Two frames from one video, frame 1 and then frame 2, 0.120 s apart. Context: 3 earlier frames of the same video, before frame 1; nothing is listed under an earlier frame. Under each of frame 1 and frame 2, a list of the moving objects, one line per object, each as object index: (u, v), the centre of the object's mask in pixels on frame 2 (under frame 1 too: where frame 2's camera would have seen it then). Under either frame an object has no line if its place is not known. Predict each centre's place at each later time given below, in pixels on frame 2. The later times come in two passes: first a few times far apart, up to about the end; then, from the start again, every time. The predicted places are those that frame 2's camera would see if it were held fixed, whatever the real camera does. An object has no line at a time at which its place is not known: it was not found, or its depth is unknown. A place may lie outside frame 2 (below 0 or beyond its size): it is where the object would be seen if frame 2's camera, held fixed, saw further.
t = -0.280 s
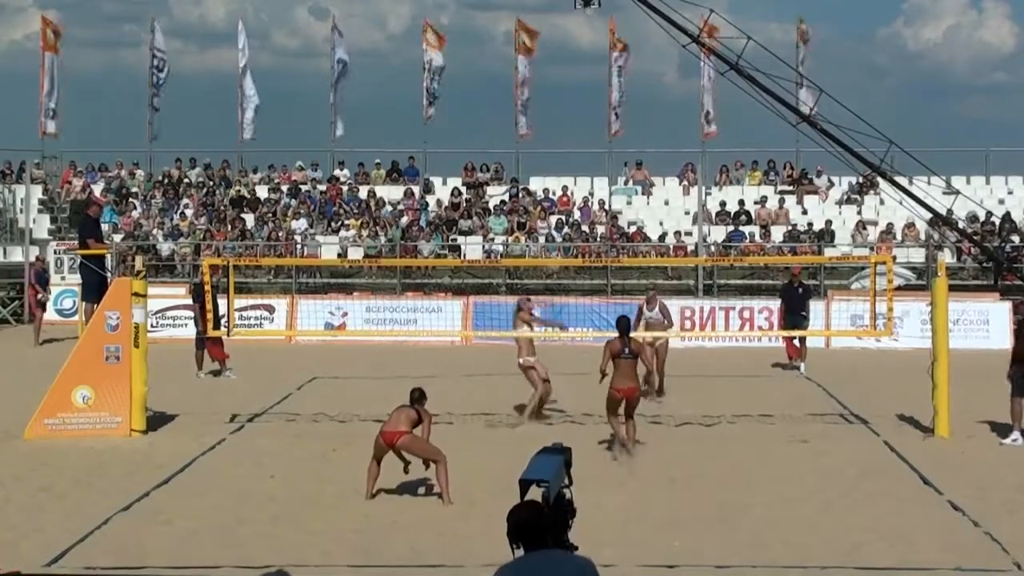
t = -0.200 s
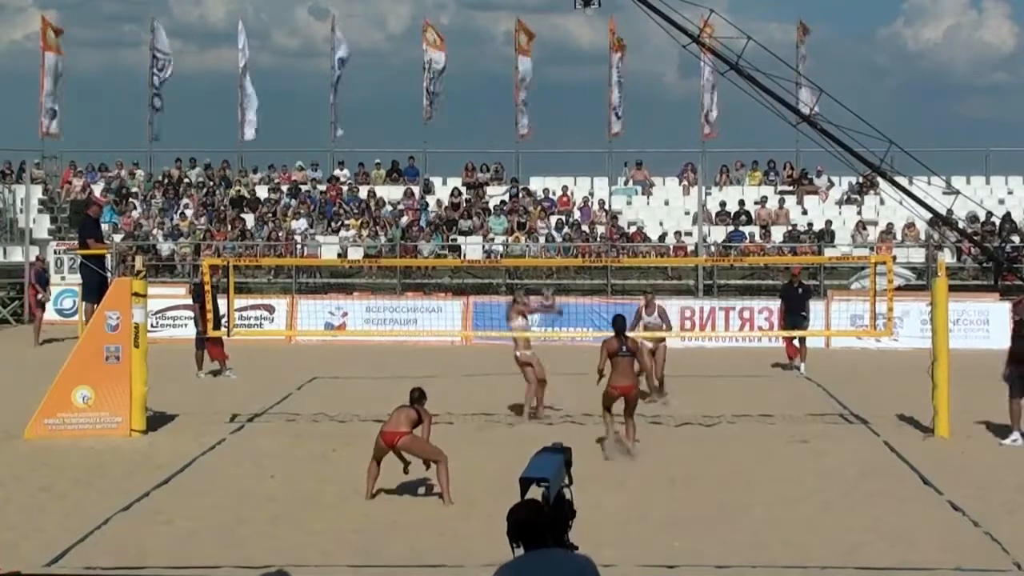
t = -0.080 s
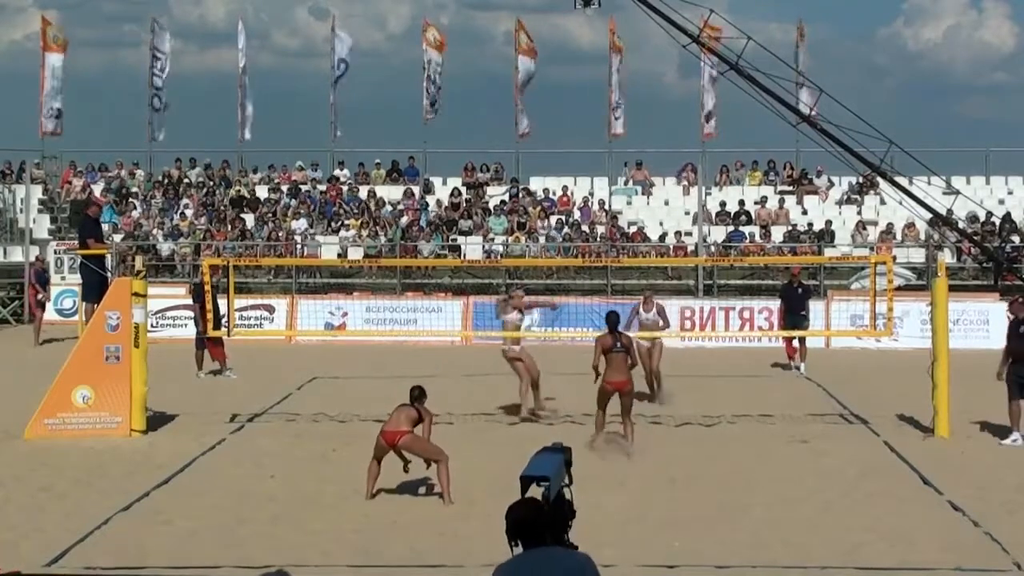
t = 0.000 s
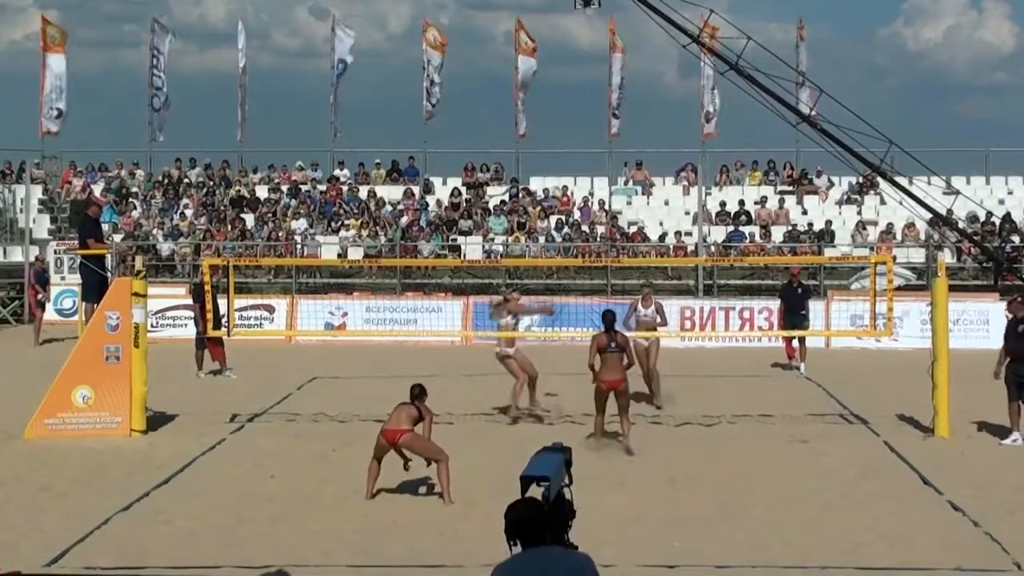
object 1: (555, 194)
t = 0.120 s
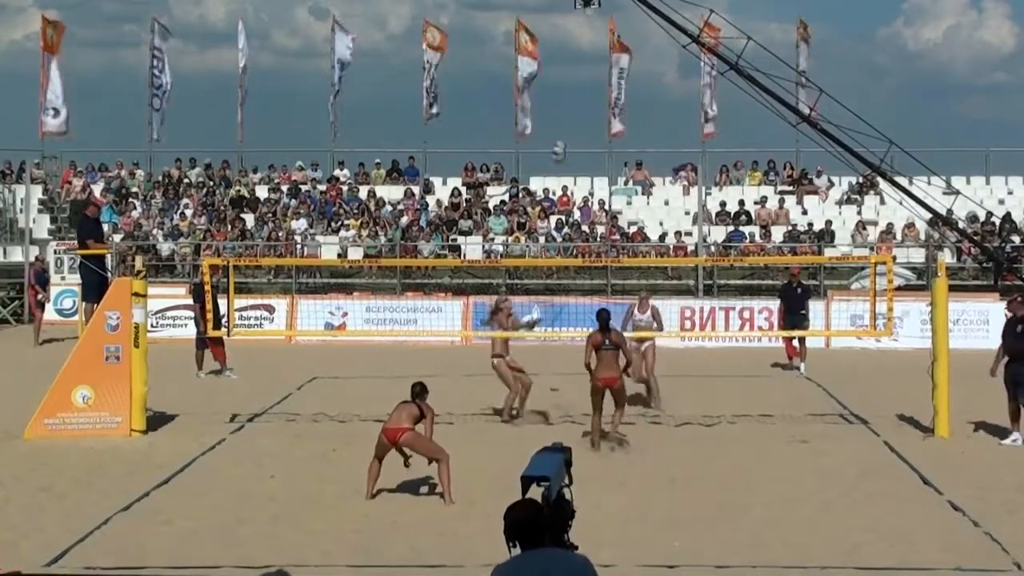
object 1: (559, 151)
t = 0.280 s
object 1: (562, 106)
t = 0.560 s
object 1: (569, 75)
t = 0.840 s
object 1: (577, 100)
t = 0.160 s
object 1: (559, 137)
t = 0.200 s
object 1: (561, 125)
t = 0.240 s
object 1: (562, 113)
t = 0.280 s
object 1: (562, 106)
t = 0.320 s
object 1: (564, 98)
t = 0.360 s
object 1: (565, 92)
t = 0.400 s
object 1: (566, 86)
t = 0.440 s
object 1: (567, 82)
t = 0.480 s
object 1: (567, 79)
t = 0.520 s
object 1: (568, 76)
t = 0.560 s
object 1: (569, 75)
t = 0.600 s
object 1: (570, 76)
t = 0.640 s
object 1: (572, 77)
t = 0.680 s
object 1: (573, 79)
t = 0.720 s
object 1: (573, 83)
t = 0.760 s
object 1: (575, 87)
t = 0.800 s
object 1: (576, 92)
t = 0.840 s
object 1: (577, 100)
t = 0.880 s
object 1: (577, 108)
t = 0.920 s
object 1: (579, 118)
